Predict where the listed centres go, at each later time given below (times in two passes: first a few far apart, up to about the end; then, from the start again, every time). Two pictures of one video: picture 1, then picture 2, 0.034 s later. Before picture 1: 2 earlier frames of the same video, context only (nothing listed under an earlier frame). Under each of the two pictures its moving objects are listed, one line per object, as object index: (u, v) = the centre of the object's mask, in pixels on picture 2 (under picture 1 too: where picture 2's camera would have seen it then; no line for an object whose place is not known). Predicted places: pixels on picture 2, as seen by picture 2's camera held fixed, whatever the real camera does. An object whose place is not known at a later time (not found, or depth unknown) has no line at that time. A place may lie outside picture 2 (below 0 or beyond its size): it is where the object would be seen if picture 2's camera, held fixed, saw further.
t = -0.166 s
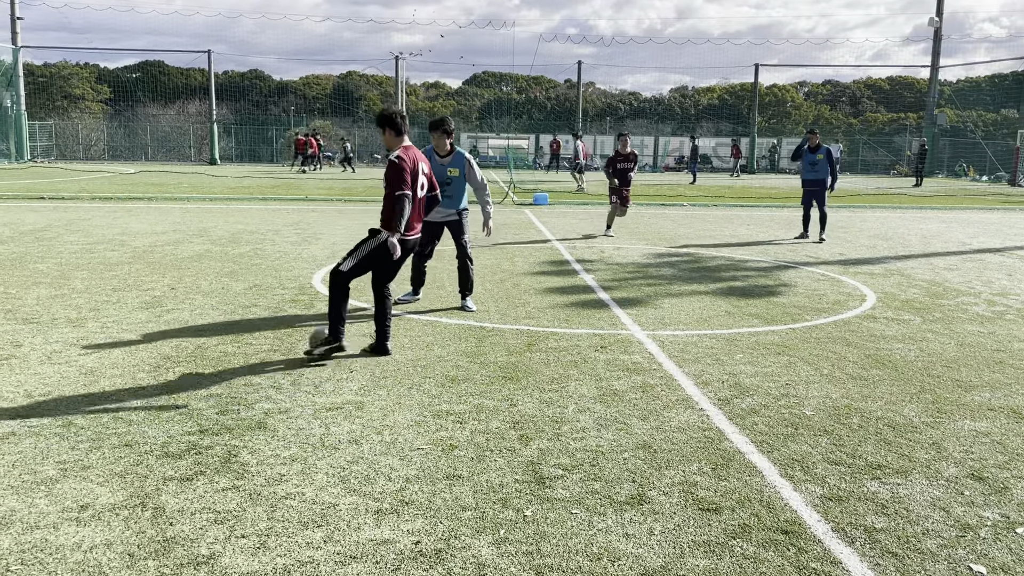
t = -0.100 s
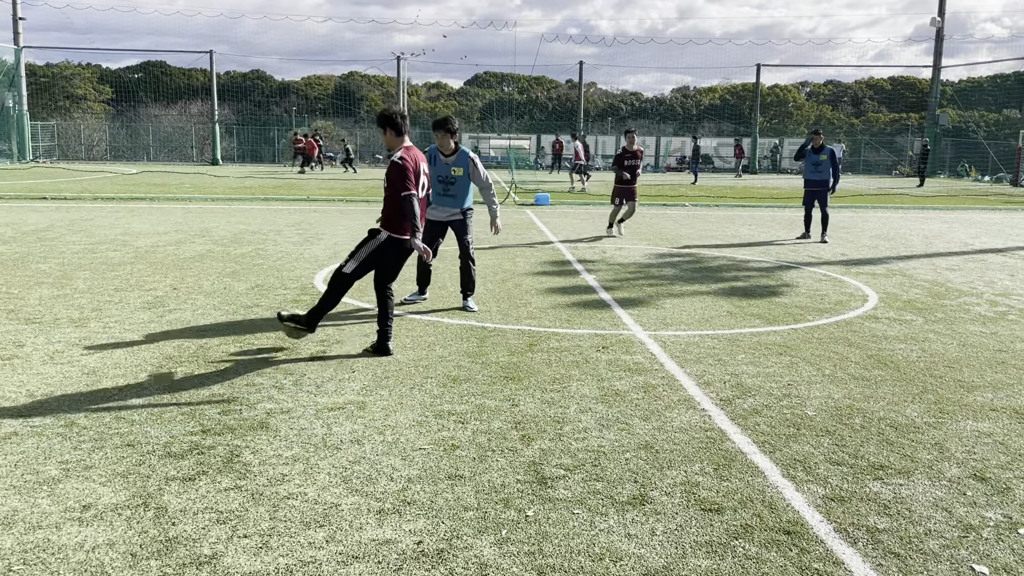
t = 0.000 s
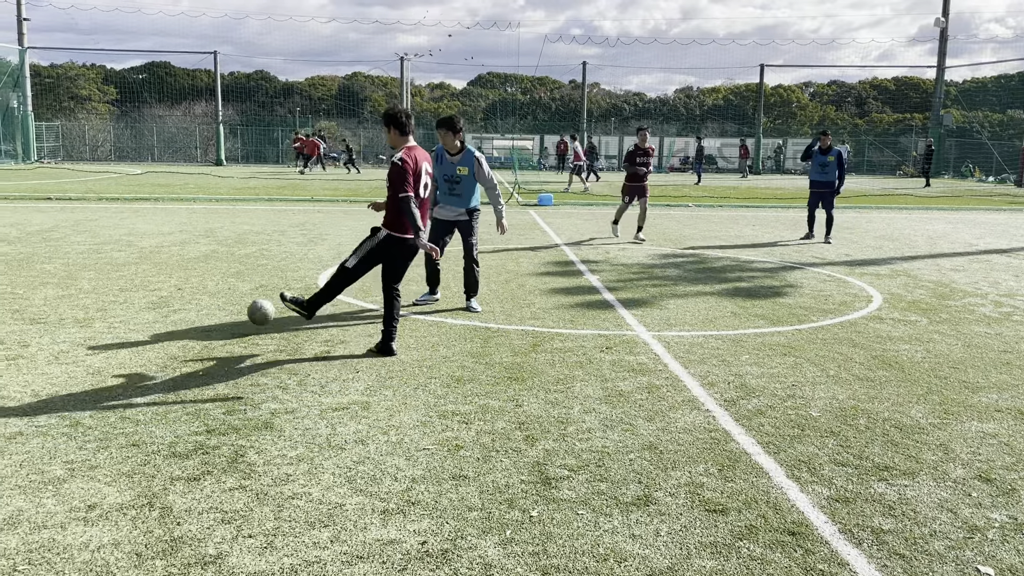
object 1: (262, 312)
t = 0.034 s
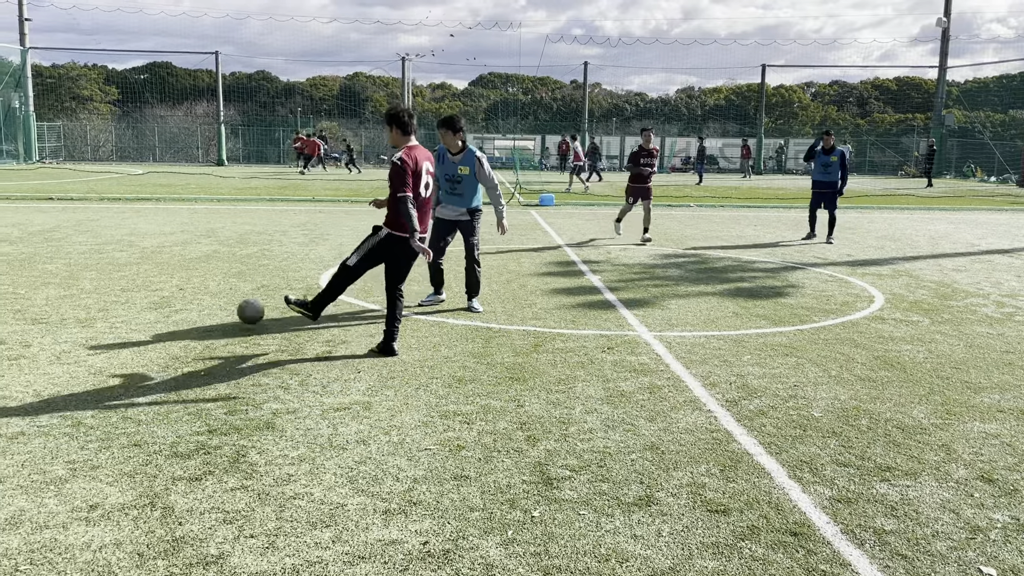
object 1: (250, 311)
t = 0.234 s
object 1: (196, 297)
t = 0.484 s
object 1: (146, 282)
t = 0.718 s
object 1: (108, 270)
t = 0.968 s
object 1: (76, 259)
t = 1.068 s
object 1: (65, 255)
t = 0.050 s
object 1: (245, 311)
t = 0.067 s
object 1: (239, 312)
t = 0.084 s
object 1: (235, 311)
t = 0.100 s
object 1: (230, 308)
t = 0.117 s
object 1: (226, 306)
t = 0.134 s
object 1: (221, 303)
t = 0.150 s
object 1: (217, 301)
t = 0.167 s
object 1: (212, 300)
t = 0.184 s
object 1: (208, 299)
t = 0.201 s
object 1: (204, 298)
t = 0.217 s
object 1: (200, 297)
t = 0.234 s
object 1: (196, 297)
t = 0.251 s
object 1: (192, 297)
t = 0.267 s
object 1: (189, 295)
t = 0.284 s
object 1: (185, 293)
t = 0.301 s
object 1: (181, 292)
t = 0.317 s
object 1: (178, 290)
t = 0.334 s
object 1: (174, 289)
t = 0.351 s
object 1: (171, 289)
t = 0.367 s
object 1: (168, 288)
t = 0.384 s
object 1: (164, 288)
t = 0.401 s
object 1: (161, 287)
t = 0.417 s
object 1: (157, 286)
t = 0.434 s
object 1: (155, 285)
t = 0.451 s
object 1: (152, 284)
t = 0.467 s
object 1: (149, 283)
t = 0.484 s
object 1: (146, 282)
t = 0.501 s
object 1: (142, 281)
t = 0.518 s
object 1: (140, 280)
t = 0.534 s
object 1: (137, 279)
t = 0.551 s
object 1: (134, 279)
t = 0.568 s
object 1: (131, 278)
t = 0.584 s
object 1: (128, 277)
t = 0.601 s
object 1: (126, 276)
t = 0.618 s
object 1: (123, 275)
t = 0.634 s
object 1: (120, 274)
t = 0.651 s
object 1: (118, 273)
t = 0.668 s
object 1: (115, 272)
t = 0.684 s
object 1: (113, 271)
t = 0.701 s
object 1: (110, 270)
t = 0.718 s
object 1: (108, 270)
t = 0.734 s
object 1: (106, 269)
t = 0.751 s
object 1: (103, 269)
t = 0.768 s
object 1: (101, 268)
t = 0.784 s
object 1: (99, 267)
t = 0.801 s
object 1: (96, 266)
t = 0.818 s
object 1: (94, 266)
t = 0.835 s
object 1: (92, 265)
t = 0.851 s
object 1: (90, 264)
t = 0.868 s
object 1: (88, 263)
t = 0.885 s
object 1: (86, 262)
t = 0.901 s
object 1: (84, 262)
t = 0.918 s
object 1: (82, 261)
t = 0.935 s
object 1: (80, 260)
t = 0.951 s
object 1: (78, 259)
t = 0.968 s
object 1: (76, 259)
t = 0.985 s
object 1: (74, 258)
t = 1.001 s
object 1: (72, 258)
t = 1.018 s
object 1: (70, 257)
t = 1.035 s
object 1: (68, 256)
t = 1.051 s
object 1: (67, 256)
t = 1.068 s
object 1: (65, 255)
